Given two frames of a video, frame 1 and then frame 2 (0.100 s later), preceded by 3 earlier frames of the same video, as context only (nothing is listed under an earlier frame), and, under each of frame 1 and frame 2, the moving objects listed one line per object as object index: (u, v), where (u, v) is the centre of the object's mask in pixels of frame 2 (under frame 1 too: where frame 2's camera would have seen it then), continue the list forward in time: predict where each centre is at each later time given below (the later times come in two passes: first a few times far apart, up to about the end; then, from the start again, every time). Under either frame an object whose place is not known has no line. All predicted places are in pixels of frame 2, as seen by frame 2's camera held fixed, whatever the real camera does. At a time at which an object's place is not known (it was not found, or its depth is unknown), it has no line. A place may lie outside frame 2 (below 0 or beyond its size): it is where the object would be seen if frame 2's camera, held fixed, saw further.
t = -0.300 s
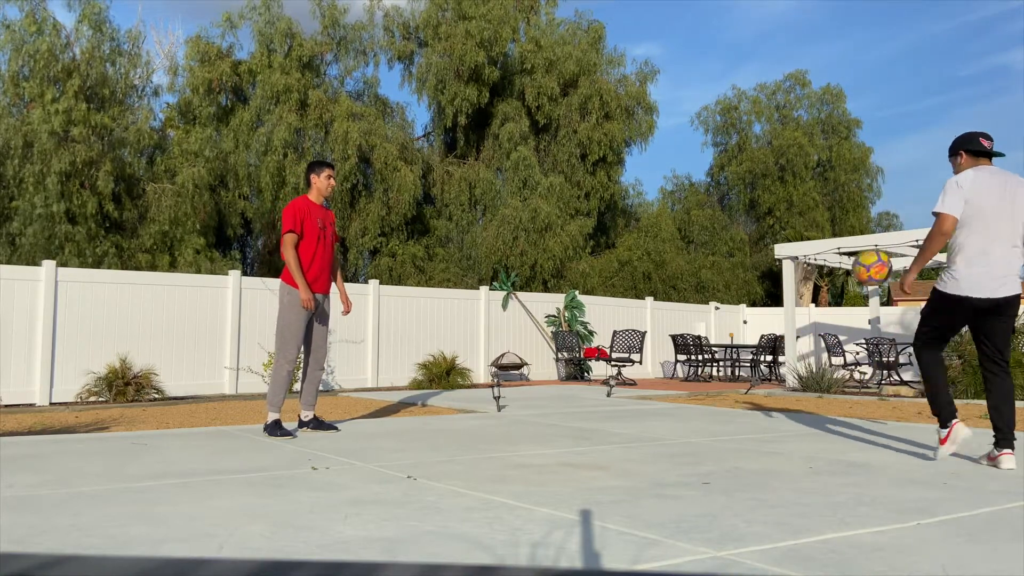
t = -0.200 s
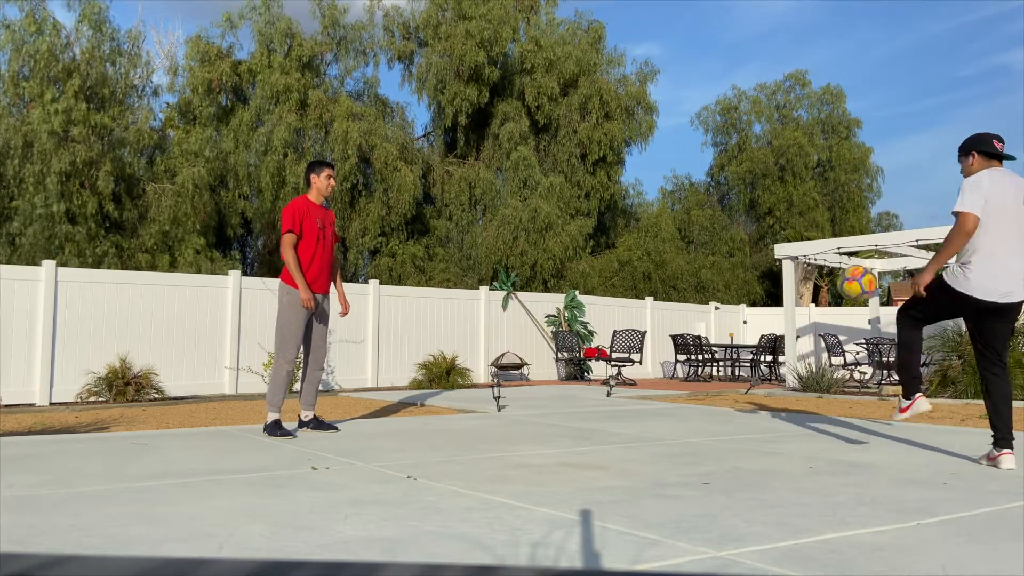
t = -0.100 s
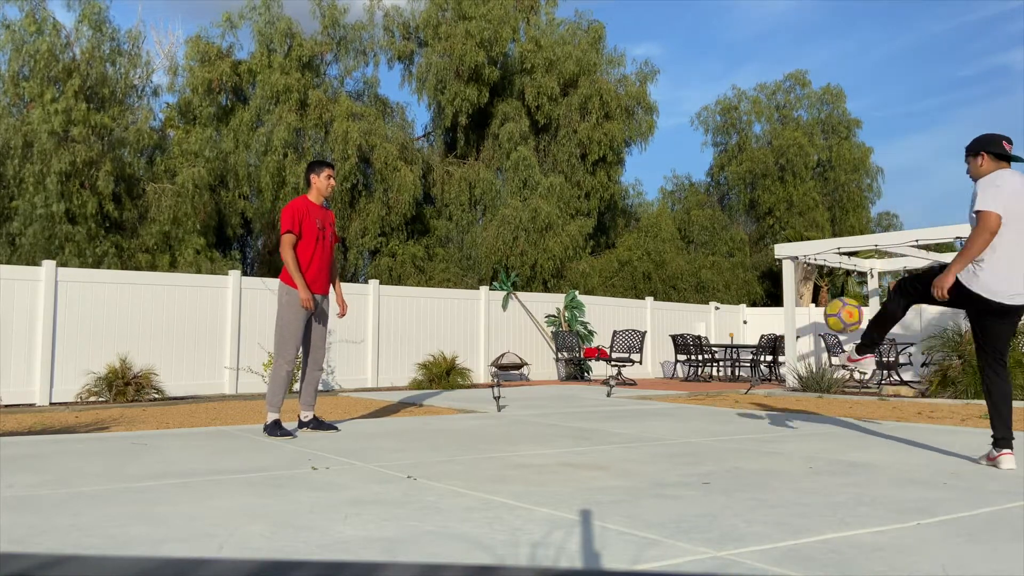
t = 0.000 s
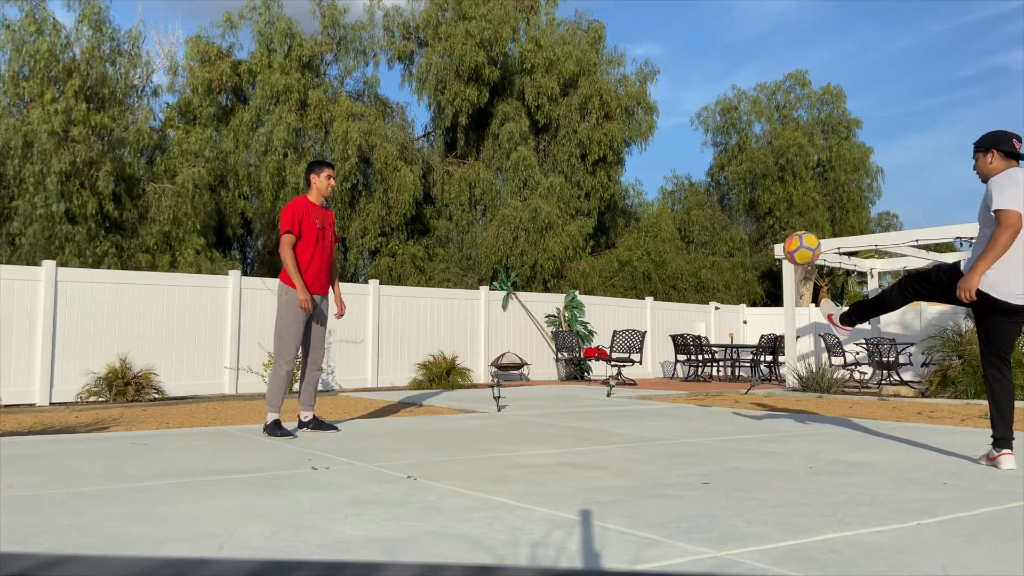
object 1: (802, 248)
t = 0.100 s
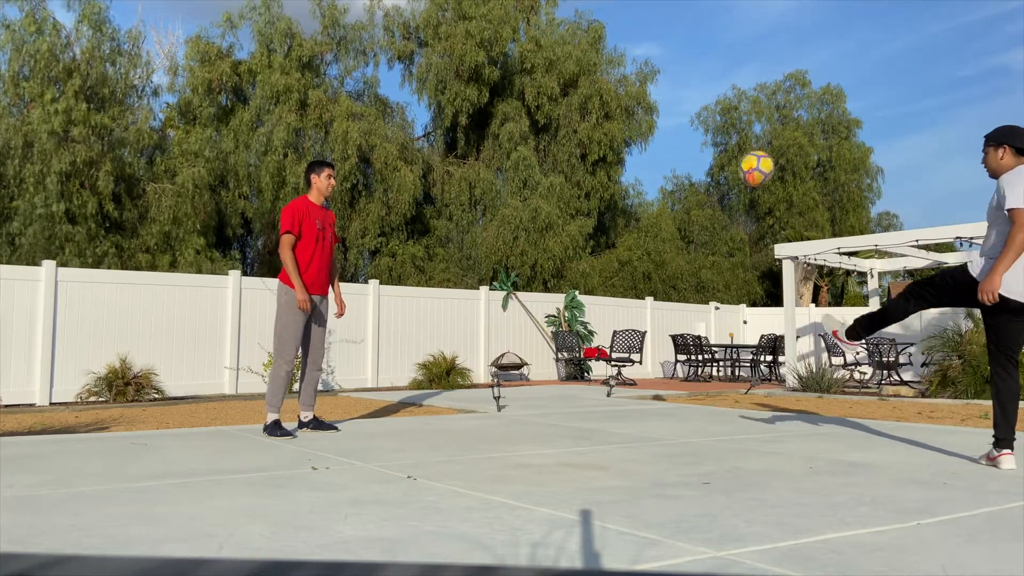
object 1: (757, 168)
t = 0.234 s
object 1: (697, 90)
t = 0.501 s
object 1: (590, 20)
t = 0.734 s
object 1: (502, 48)
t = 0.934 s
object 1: (433, 129)
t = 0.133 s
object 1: (741, 145)
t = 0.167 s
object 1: (726, 125)
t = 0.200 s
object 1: (711, 106)
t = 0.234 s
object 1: (697, 90)
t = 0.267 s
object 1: (683, 75)
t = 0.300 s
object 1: (670, 63)
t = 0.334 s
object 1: (656, 51)
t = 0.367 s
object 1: (643, 42)
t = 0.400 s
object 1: (630, 34)
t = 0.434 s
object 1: (617, 28)
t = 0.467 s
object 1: (603, 24)
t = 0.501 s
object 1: (590, 20)
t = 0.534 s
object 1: (577, 19)
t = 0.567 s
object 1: (565, 20)
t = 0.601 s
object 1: (552, 22)
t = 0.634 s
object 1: (540, 26)
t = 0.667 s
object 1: (527, 32)
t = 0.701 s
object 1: (515, 38)
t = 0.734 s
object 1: (502, 48)
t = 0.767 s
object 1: (491, 57)
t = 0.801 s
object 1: (479, 69)
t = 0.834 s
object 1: (467, 82)
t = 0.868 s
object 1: (455, 96)
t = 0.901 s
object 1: (444, 112)
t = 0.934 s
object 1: (433, 129)
